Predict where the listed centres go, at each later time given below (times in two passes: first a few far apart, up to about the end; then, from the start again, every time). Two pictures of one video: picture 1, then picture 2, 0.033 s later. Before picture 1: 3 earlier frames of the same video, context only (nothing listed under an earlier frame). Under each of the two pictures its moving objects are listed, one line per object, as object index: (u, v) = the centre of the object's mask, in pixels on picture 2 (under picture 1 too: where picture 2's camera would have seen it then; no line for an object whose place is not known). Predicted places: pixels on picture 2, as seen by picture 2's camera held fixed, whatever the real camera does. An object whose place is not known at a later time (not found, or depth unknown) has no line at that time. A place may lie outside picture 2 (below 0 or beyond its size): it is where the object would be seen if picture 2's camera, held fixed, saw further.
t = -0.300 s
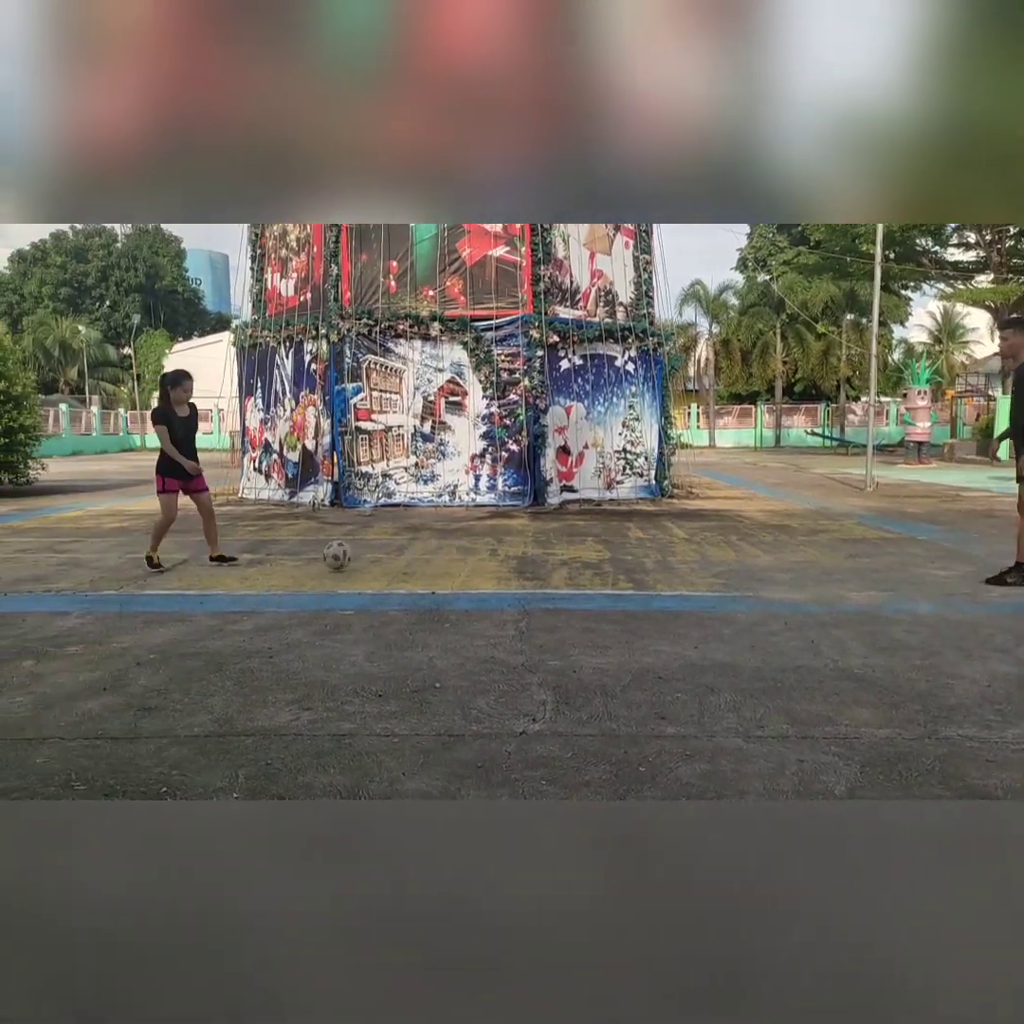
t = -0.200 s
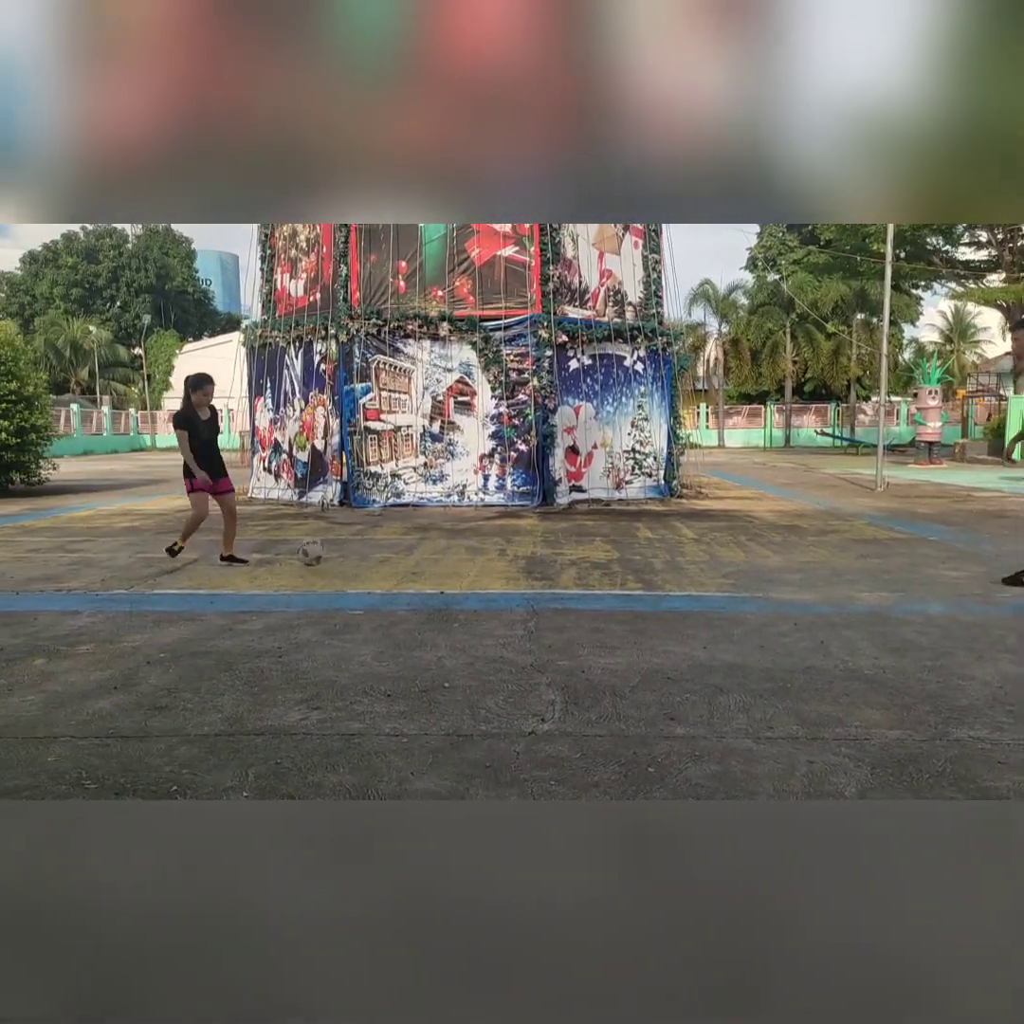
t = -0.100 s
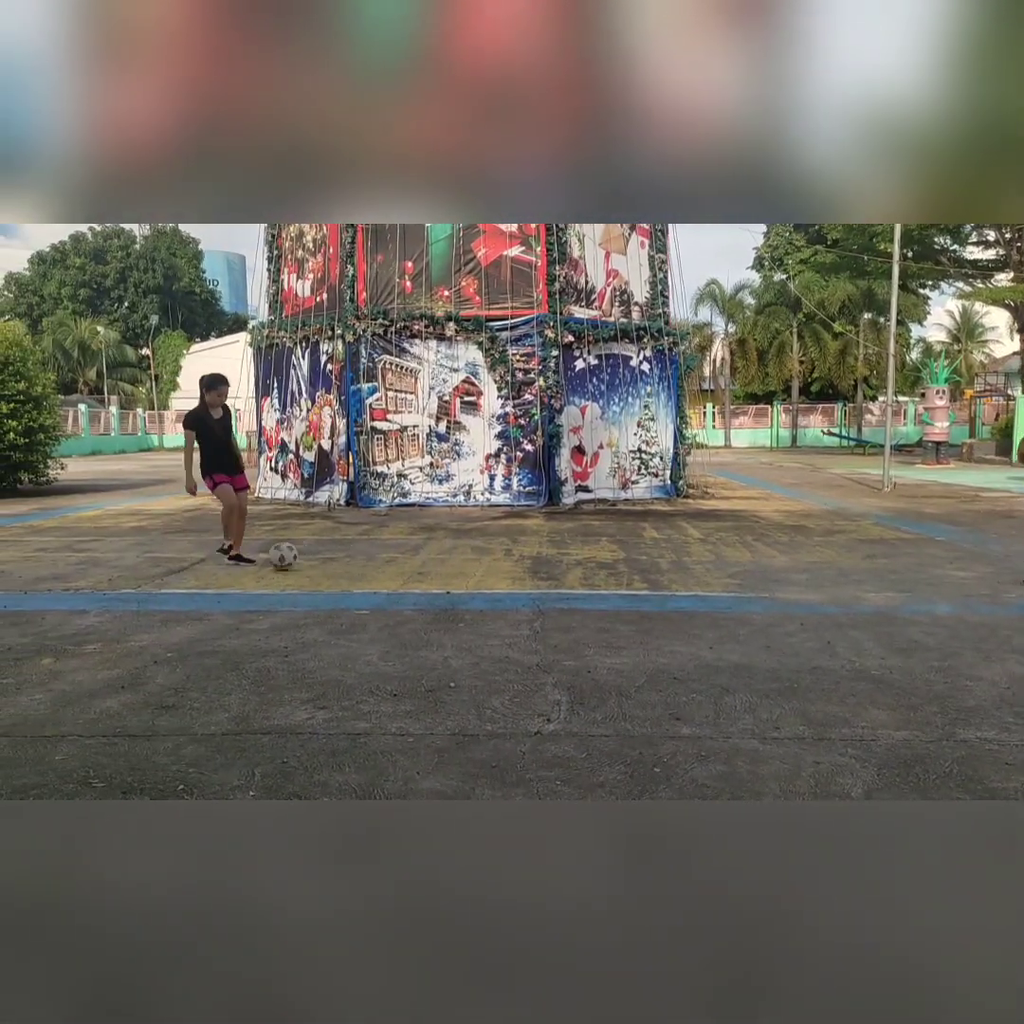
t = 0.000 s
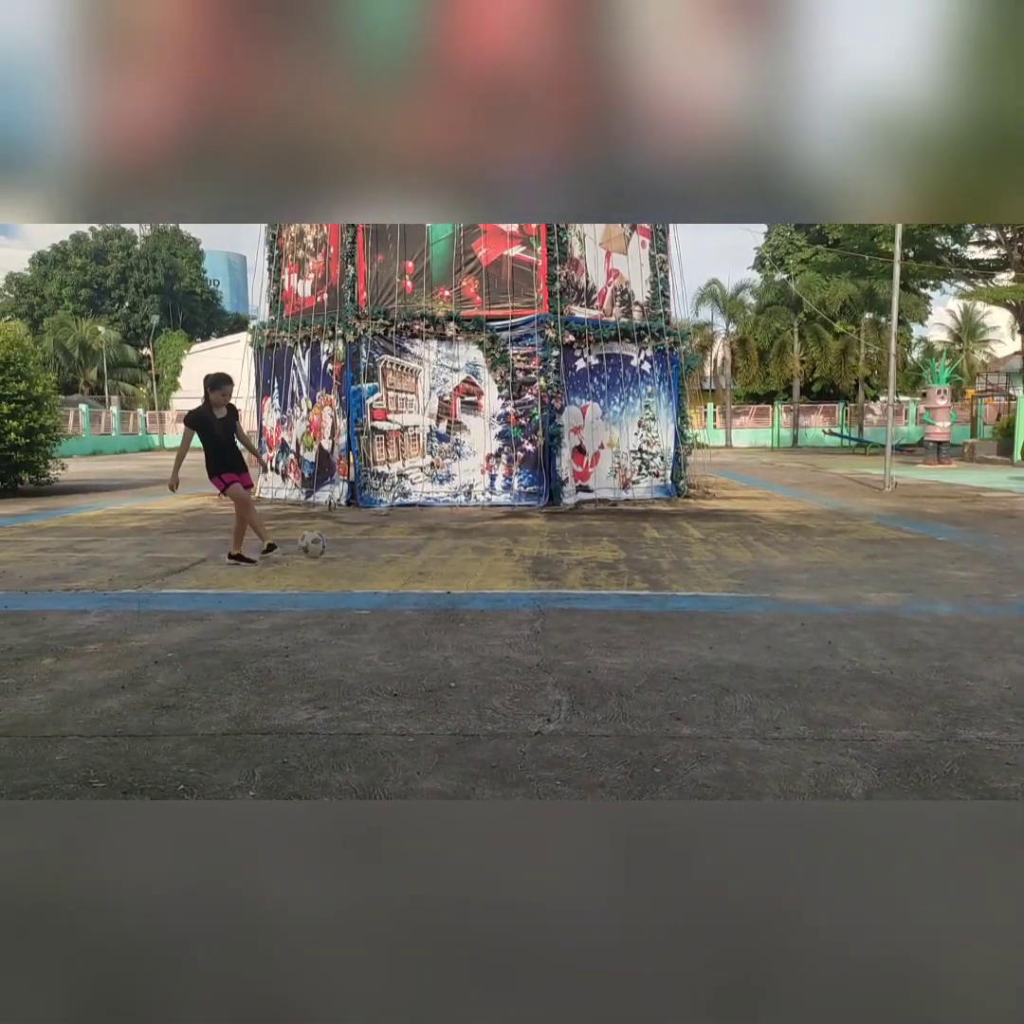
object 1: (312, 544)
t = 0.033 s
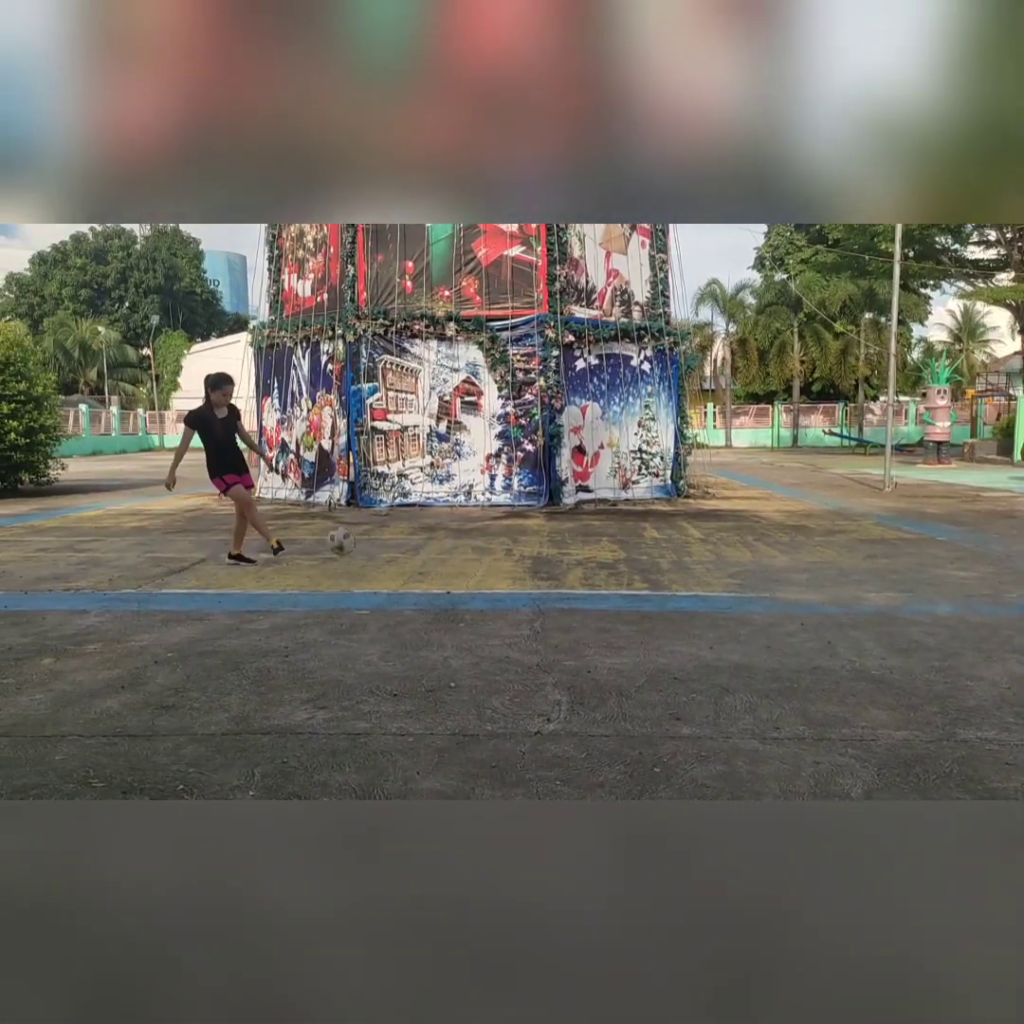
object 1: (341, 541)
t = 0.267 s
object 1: (537, 553)
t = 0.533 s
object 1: (671, 559)
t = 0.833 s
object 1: (809, 556)
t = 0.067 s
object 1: (369, 539)
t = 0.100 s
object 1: (398, 539)
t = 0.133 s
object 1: (428, 541)
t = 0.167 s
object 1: (457, 543)
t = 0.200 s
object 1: (486, 548)
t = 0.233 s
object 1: (515, 555)
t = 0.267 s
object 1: (537, 553)
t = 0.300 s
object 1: (553, 549)
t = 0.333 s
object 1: (569, 545)
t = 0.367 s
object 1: (587, 544)
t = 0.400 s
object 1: (605, 544)
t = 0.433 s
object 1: (621, 545)
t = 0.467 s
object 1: (638, 548)
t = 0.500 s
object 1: (655, 553)
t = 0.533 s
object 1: (671, 559)
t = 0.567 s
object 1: (686, 556)
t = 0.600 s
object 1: (702, 552)
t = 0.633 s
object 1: (717, 551)
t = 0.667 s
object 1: (732, 551)
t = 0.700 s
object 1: (748, 554)
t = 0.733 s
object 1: (763, 557)
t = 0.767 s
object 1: (779, 561)
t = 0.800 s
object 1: (793, 558)
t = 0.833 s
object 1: (809, 556)
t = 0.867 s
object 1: (824, 556)
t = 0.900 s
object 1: (839, 559)
